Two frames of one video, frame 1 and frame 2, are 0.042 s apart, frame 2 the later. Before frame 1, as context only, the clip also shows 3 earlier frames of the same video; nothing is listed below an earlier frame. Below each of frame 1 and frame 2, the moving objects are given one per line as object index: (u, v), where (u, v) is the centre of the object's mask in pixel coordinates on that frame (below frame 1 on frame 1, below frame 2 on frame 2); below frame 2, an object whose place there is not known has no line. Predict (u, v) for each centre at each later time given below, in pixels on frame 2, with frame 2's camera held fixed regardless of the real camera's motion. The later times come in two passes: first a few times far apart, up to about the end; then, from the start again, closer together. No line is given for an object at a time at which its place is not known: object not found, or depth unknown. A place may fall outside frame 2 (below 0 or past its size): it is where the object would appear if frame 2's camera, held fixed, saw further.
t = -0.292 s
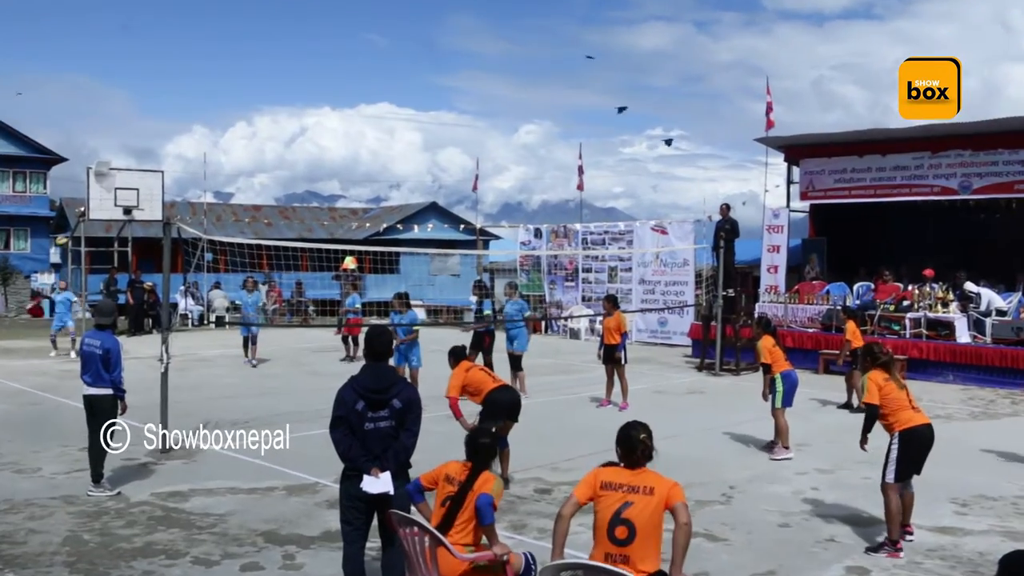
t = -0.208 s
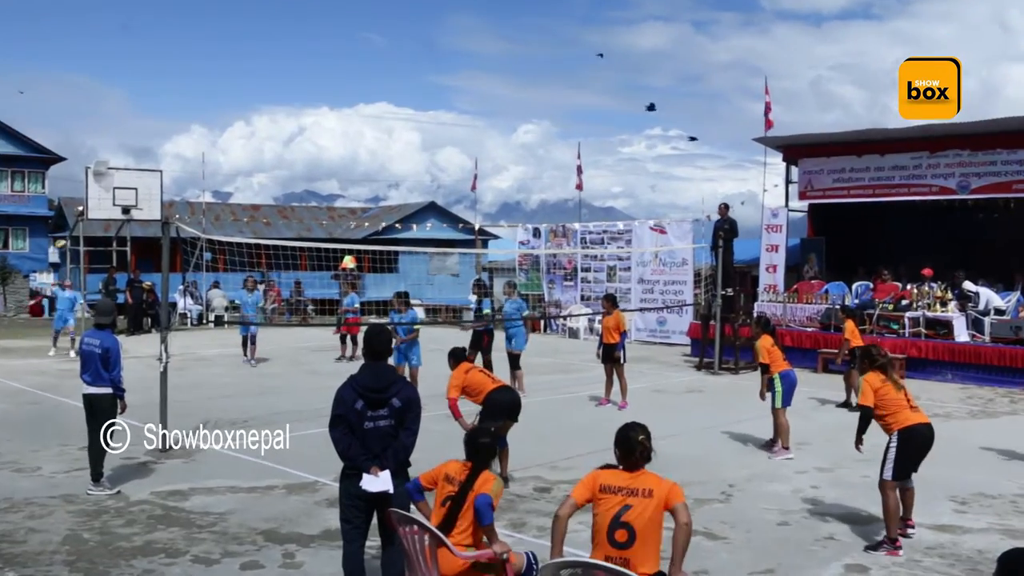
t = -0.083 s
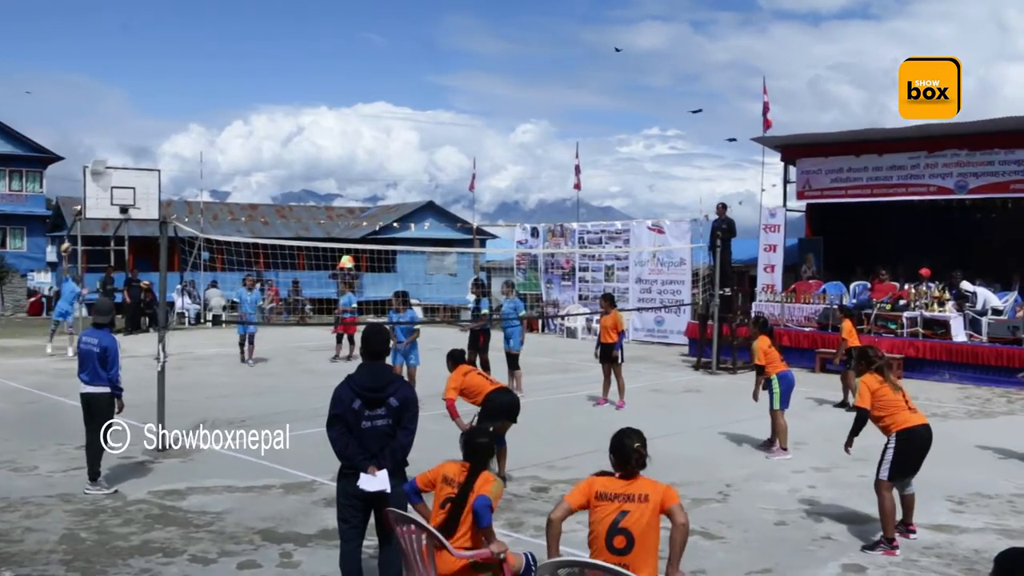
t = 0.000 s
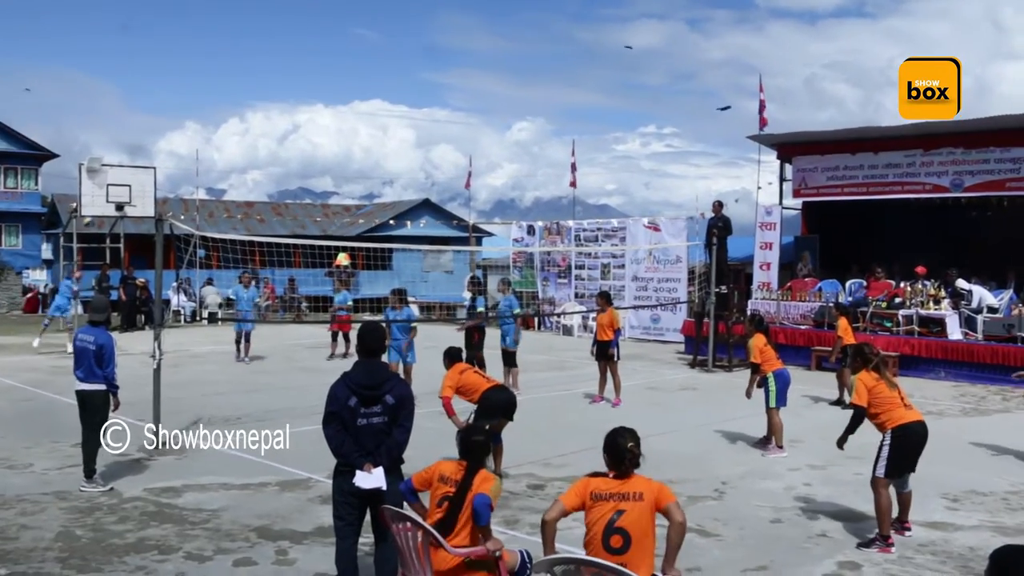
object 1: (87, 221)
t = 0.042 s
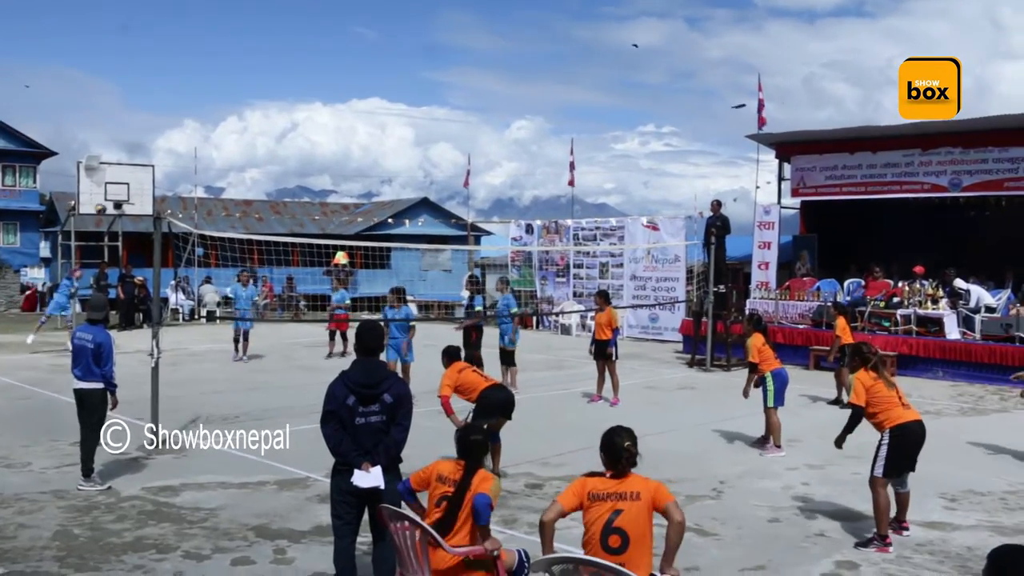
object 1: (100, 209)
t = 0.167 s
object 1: (145, 177)
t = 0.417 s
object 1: (251, 134)
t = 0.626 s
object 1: (354, 125)
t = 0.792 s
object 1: (448, 143)
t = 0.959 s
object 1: (556, 188)
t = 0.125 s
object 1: (130, 187)
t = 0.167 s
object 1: (145, 177)
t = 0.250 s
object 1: (178, 160)
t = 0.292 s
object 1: (195, 151)
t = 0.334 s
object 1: (214, 145)
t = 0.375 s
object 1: (232, 139)
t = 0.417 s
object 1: (251, 134)
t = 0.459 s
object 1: (271, 130)
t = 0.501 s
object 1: (291, 127)
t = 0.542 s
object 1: (311, 125)
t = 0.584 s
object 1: (332, 124)
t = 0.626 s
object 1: (354, 125)
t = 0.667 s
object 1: (377, 127)
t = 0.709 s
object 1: (400, 130)
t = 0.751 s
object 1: (424, 136)
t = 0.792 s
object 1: (448, 143)
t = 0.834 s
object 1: (474, 150)
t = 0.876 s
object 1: (501, 161)
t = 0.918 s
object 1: (527, 174)
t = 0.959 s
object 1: (556, 188)
